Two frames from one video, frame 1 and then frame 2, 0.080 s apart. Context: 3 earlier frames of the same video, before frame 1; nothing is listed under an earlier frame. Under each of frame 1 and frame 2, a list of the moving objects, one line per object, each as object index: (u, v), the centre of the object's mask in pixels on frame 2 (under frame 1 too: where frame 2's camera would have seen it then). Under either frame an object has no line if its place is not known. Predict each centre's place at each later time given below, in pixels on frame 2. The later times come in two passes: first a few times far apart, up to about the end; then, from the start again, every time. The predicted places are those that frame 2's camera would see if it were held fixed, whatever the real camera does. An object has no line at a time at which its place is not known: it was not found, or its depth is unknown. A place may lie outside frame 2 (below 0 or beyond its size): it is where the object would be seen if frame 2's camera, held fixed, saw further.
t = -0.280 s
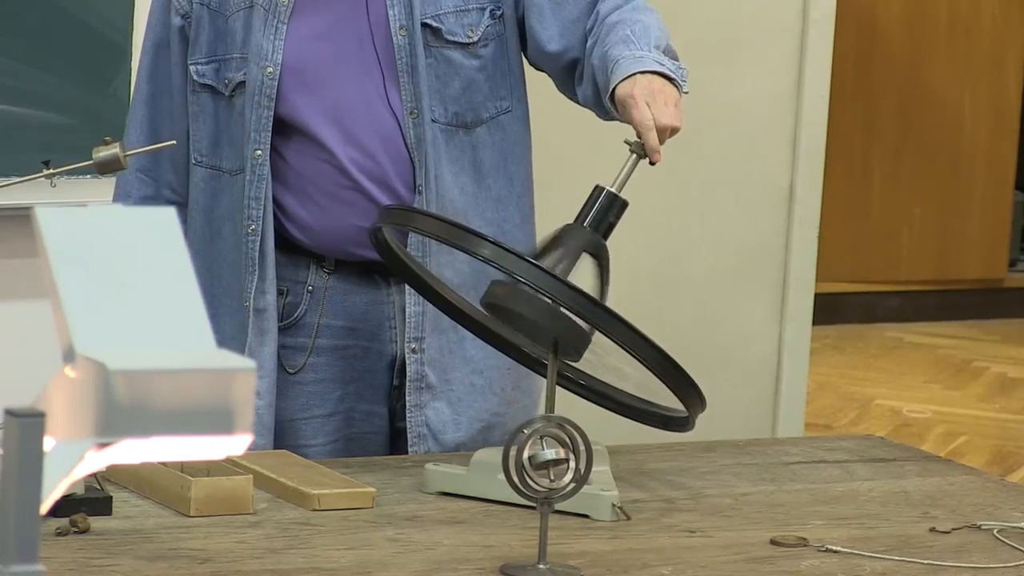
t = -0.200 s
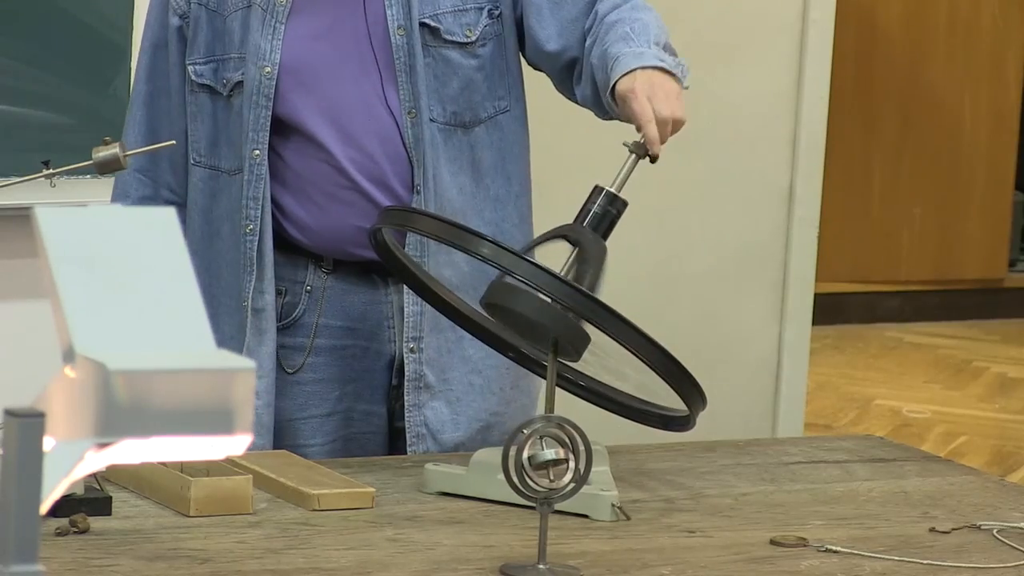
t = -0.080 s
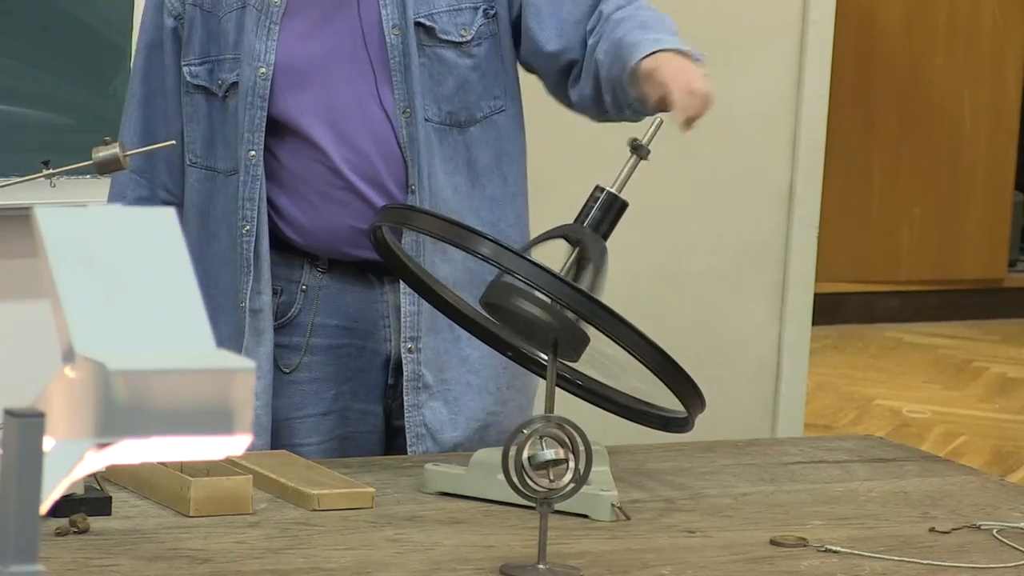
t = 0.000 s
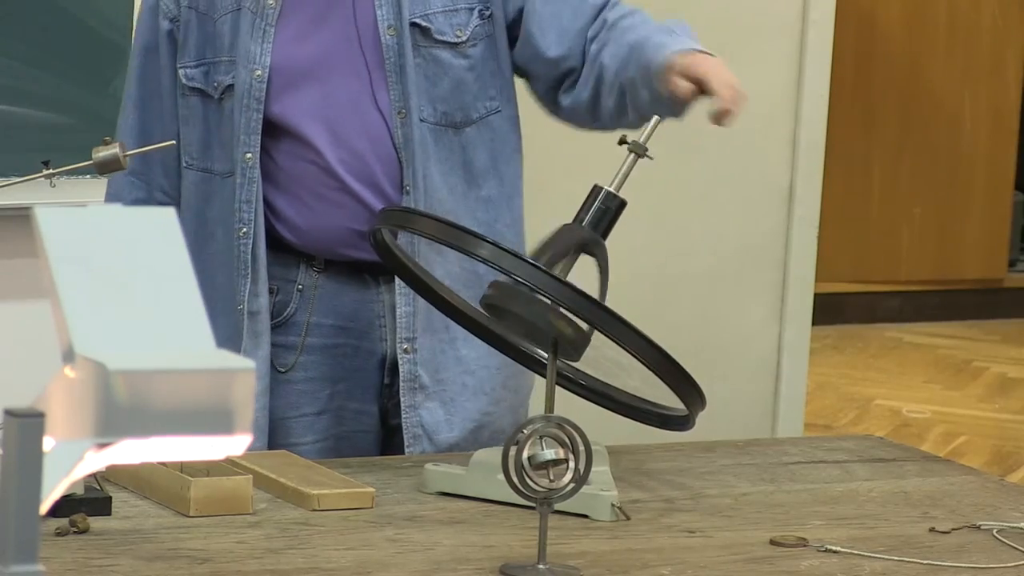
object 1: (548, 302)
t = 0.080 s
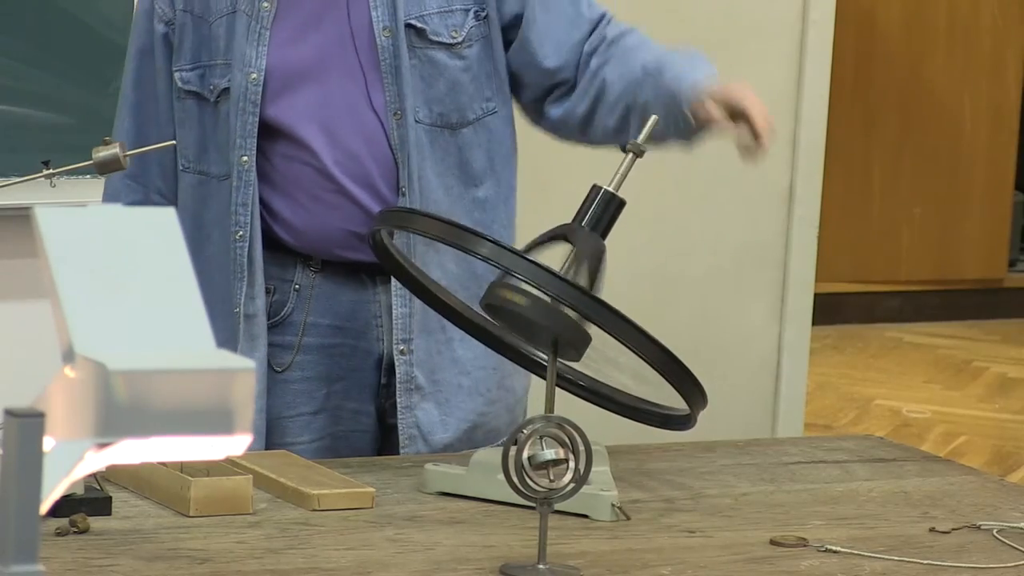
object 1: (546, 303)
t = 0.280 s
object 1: (547, 302)
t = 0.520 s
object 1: (547, 303)
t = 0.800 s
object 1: (548, 303)
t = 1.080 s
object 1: (547, 303)
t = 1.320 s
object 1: (545, 304)
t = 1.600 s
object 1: (546, 304)
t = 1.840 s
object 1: (545, 305)
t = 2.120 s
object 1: (546, 303)
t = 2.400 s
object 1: (550, 299)
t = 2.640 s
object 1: (546, 305)
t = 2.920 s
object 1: (546, 305)
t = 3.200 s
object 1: (548, 305)
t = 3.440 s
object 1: (548, 305)
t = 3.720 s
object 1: (547, 306)
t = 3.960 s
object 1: (548, 304)
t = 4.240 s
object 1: (548, 302)
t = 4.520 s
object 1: (547, 304)
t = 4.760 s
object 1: (548, 303)
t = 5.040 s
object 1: (548, 303)
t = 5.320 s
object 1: (548, 304)
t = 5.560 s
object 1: (548, 304)
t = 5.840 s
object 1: (548, 303)
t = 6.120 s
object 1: (549, 303)
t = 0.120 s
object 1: (546, 304)
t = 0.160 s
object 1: (546, 303)
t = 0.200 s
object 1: (546, 302)
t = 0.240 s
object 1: (547, 302)
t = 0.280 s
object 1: (547, 302)
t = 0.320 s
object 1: (546, 303)
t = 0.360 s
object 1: (547, 303)
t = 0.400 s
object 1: (548, 303)
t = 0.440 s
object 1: (547, 302)
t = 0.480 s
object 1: (547, 302)
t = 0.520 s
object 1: (547, 303)
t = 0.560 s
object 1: (547, 303)
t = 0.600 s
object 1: (547, 303)
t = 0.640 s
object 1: (547, 304)
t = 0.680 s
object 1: (547, 303)
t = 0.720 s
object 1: (546, 303)
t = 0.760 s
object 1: (547, 303)
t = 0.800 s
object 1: (548, 303)
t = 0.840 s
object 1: (547, 304)
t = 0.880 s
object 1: (547, 304)
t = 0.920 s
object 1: (547, 304)
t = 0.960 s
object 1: (546, 304)
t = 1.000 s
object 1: (546, 304)
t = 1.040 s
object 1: (547, 304)
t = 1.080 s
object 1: (547, 303)
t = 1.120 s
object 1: (546, 303)
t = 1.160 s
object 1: (546, 304)
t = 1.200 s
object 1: (546, 304)
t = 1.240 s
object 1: (545, 304)
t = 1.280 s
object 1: (545, 304)
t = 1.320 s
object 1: (545, 304)
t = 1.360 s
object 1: (546, 303)
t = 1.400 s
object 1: (547, 303)
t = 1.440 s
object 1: (546, 304)
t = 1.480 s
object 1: (546, 304)
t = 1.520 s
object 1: (545, 304)
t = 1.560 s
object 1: (546, 305)
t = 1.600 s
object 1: (546, 304)
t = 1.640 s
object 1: (545, 304)
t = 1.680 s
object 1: (546, 304)
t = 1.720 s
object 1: (545, 305)
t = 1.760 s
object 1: (545, 305)
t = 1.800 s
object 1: (545, 305)
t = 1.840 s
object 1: (545, 305)
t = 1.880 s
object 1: (545, 304)
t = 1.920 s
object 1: (545, 305)
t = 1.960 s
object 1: (545, 305)
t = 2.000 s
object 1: (545, 305)
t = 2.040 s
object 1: (545, 305)
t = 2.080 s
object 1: (545, 304)
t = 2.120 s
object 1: (546, 303)
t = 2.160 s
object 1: (546, 304)
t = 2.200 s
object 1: (546, 304)
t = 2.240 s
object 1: (546, 305)
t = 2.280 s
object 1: (546, 304)
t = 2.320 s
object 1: (546, 303)
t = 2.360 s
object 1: (548, 302)
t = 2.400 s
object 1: (550, 299)
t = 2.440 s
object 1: (545, 305)
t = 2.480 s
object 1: (547, 303)
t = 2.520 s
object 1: (547, 302)
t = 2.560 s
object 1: (547, 301)
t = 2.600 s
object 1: (548, 304)
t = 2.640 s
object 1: (546, 305)
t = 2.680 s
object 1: (544, 306)
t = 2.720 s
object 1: (544, 304)
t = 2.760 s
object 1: (546, 303)
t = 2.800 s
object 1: (547, 301)
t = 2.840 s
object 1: (547, 301)
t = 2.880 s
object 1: (547, 304)
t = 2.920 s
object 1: (546, 305)
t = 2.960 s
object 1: (548, 302)
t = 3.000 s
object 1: (548, 300)
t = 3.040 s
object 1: (549, 298)
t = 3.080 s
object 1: (547, 300)
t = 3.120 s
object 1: (548, 302)
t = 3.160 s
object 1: (548, 305)
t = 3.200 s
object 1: (548, 305)
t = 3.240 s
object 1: (546, 304)
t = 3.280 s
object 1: (546, 303)
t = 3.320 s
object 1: (547, 301)
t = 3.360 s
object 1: (549, 301)
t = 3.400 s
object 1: (549, 304)
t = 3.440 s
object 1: (548, 305)
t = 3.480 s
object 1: (546, 306)
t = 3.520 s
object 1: (546, 305)
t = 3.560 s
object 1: (546, 303)
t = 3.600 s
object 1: (547, 301)
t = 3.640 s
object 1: (548, 301)
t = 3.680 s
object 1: (548, 304)
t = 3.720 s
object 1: (547, 306)
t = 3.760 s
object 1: (546, 306)
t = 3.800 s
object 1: (545, 306)
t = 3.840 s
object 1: (546, 303)
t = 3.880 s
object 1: (547, 302)
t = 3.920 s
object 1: (548, 303)
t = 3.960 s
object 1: (548, 304)
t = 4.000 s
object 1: (547, 305)
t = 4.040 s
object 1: (545, 306)
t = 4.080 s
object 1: (545, 304)
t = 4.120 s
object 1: (546, 302)
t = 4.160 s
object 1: (546, 299)
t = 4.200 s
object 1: (548, 301)
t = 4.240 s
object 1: (548, 302)
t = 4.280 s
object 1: (546, 304)
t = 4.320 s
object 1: (545, 306)
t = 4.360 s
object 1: (545, 305)
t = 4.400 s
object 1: (545, 303)
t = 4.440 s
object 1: (546, 302)
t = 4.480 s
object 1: (547, 302)
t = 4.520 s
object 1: (547, 304)
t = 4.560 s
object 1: (546, 306)
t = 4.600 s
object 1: (545, 306)
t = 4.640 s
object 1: (545, 304)
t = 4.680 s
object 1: (545, 302)
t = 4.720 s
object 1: (547, 302)
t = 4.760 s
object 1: (548, 303)
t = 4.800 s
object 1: (547, 305)
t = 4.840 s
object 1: (545, 307)
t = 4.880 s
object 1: (545, 307)
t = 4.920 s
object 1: (545, 304)
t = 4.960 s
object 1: (545, 302)
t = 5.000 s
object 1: (547, 303)
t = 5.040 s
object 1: (548, 303)
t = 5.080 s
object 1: (547, 306)
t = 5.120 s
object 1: (546, 307)
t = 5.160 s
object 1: (546, 306)
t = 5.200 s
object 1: (546, 305)
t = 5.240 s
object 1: (546, 303)
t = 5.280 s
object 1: (547, 303)
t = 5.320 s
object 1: (548, 304)
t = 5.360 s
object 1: (547, 307)
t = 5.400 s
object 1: (546, 307)
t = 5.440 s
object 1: (546, 306)
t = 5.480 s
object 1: (545, 304)
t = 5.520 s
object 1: (546, 303)
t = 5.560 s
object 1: (548, 304)
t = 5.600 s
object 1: (548, 305)
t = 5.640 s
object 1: (547, 306)
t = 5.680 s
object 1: (546, 307)
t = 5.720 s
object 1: (546, 306)
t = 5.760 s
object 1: (546, 305)
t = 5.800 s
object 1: (547, 304)
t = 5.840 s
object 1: (548, 303)
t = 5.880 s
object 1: (548, 304)
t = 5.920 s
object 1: (548, 307)
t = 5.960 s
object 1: (533, 298)
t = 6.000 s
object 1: (546, 306)
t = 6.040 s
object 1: (546, 305)
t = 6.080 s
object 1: (548, 304)
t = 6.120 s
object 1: (549, 303)
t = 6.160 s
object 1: (549, 305)
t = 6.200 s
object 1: (549, 307)
